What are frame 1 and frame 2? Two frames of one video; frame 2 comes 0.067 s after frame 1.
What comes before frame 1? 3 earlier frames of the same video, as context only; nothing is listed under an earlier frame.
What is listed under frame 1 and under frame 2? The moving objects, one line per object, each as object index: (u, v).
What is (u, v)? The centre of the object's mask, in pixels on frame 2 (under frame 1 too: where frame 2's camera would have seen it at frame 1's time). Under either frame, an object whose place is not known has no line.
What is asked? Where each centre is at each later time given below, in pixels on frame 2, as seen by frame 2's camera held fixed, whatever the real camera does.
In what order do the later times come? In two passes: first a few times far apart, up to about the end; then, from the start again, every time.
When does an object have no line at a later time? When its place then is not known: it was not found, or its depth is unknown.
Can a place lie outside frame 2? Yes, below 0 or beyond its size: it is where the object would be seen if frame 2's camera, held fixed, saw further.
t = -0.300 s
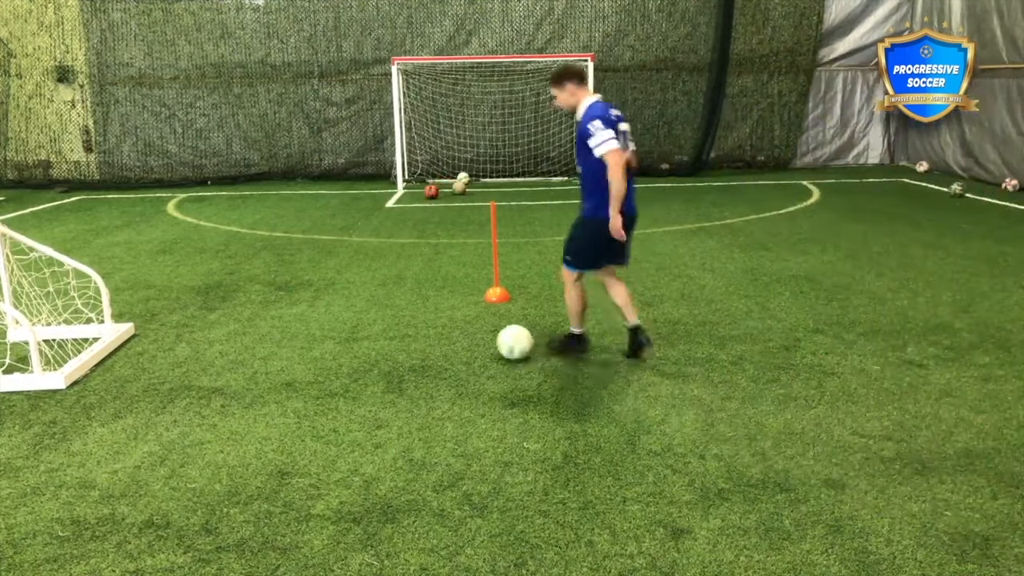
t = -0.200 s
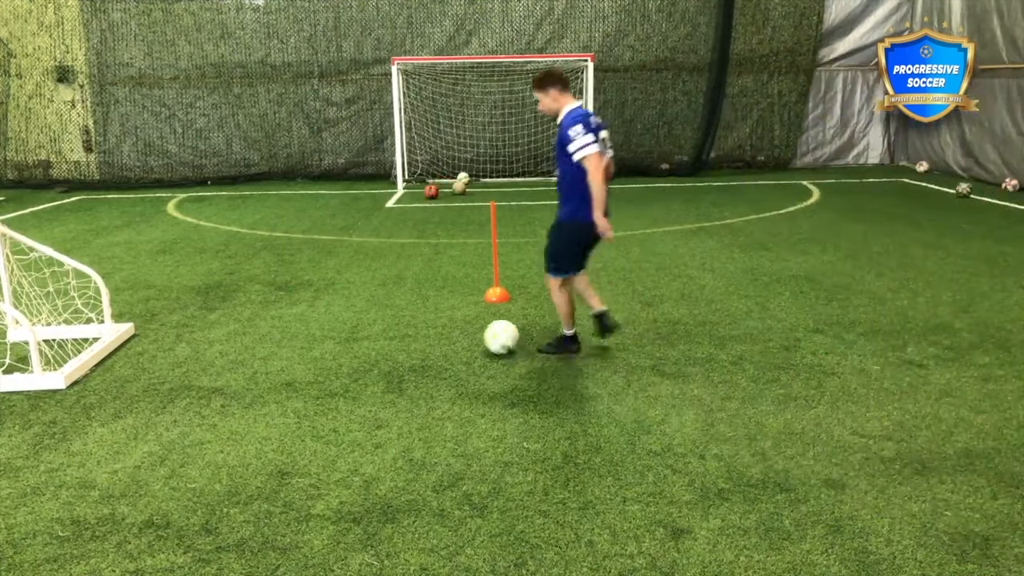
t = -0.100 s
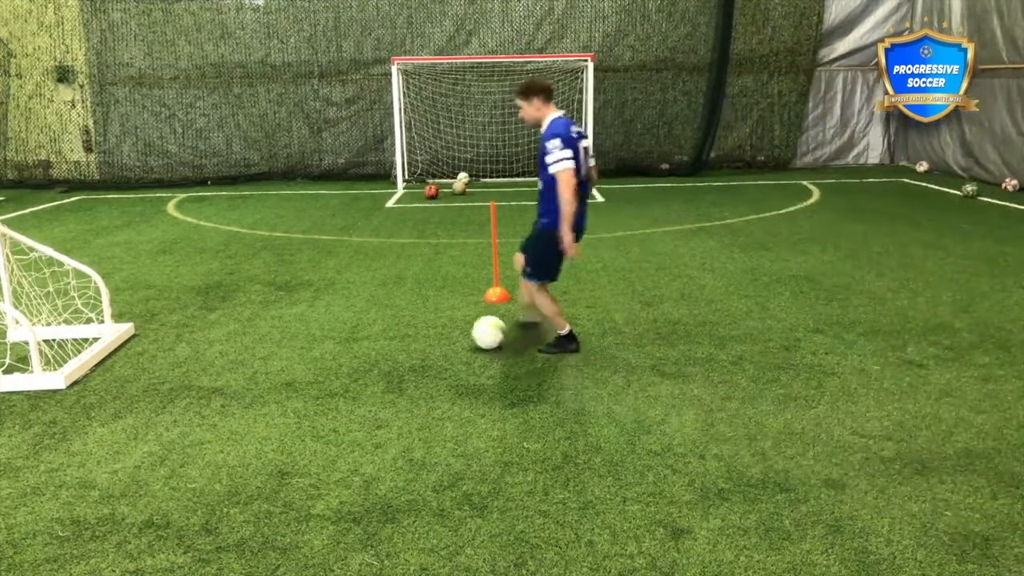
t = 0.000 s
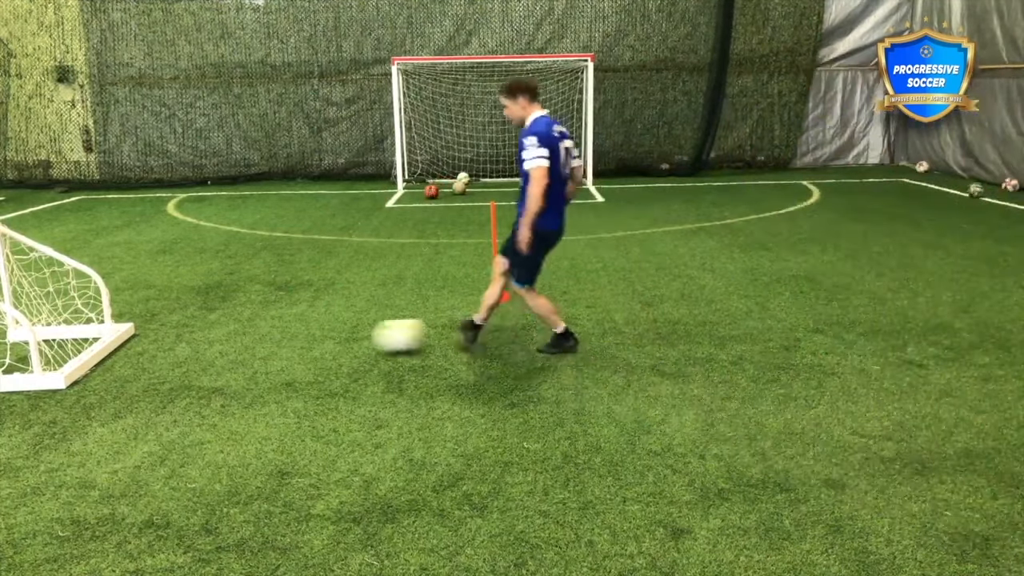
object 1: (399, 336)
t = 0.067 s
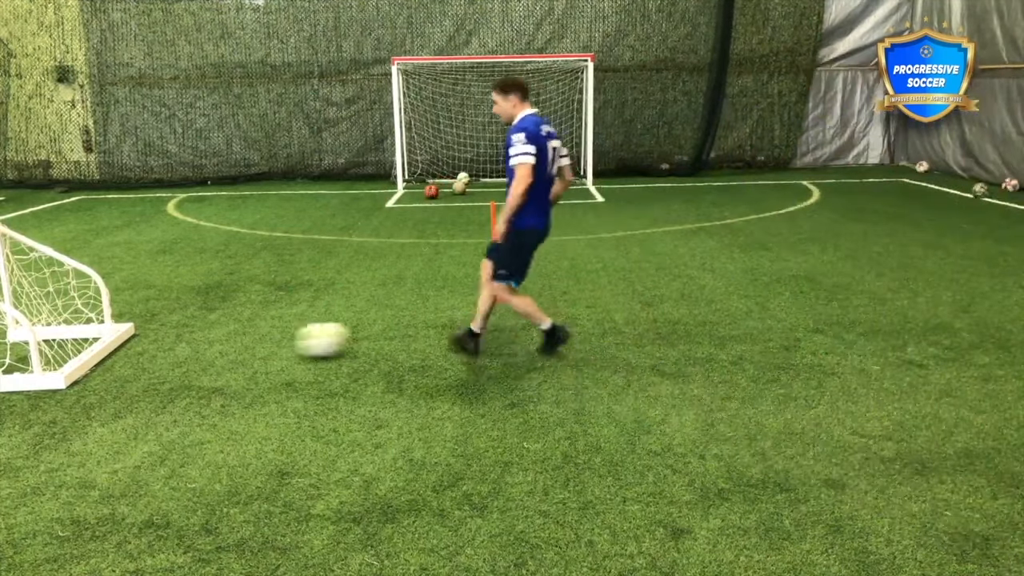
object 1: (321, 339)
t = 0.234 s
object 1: (147, 346)
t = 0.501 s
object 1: (154, 231)
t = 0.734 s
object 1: (222, 187)
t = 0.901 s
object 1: (275, 209)
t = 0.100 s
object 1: (283, 342)
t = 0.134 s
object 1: (249, 343)
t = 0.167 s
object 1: (214, 345)
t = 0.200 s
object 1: (179, 347)
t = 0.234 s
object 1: (147, 346)
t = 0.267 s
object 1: (116, 348)
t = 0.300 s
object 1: (109, 331)
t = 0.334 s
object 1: (115, 309)
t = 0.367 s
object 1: (123, 291)
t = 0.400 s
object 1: (130, 274)
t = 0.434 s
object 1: (138, 258)
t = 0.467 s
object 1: (146, 243)
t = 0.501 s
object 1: (154, 231)
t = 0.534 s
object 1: (164, 220)
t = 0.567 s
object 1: (174, 210)
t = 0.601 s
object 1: (183, 201)
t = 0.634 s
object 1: (192, 195)
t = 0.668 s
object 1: (202, 191)
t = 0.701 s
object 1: (212, 187)
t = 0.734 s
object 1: (222, 187)
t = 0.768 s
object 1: (231, 187)
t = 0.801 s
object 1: (242, 190)
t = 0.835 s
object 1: (253, 195)
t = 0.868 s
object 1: (264, 200)
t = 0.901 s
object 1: (275, 209)
